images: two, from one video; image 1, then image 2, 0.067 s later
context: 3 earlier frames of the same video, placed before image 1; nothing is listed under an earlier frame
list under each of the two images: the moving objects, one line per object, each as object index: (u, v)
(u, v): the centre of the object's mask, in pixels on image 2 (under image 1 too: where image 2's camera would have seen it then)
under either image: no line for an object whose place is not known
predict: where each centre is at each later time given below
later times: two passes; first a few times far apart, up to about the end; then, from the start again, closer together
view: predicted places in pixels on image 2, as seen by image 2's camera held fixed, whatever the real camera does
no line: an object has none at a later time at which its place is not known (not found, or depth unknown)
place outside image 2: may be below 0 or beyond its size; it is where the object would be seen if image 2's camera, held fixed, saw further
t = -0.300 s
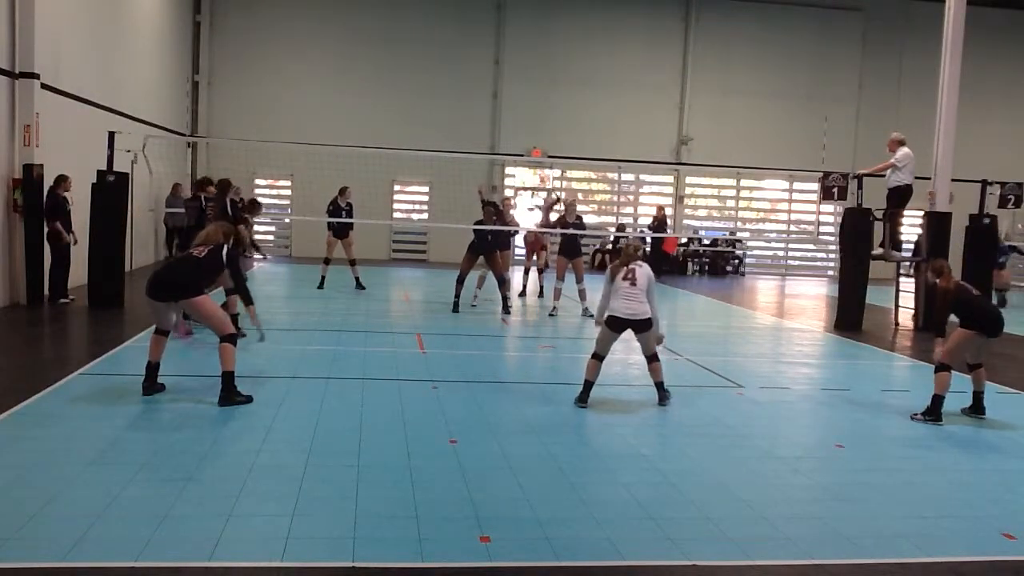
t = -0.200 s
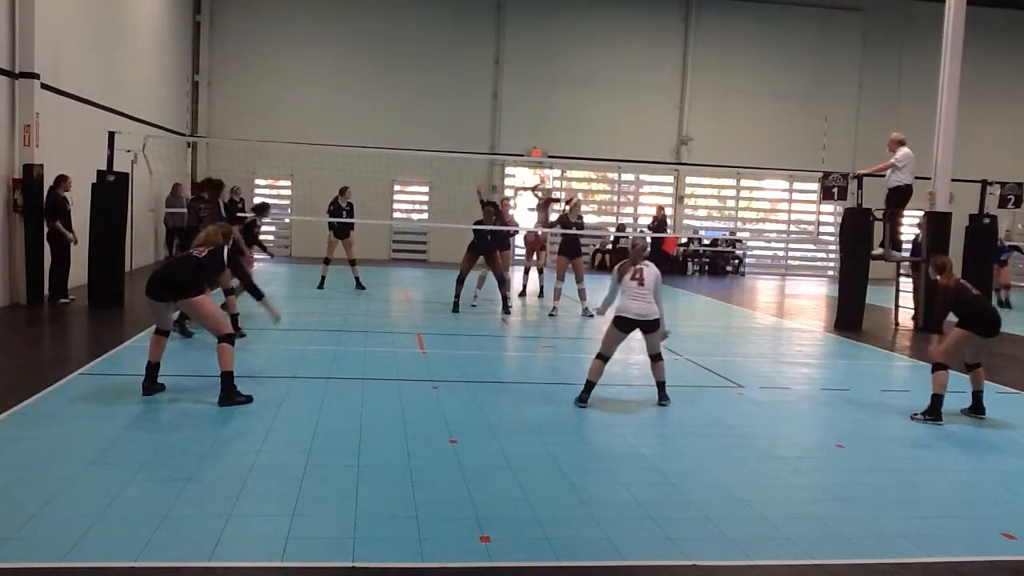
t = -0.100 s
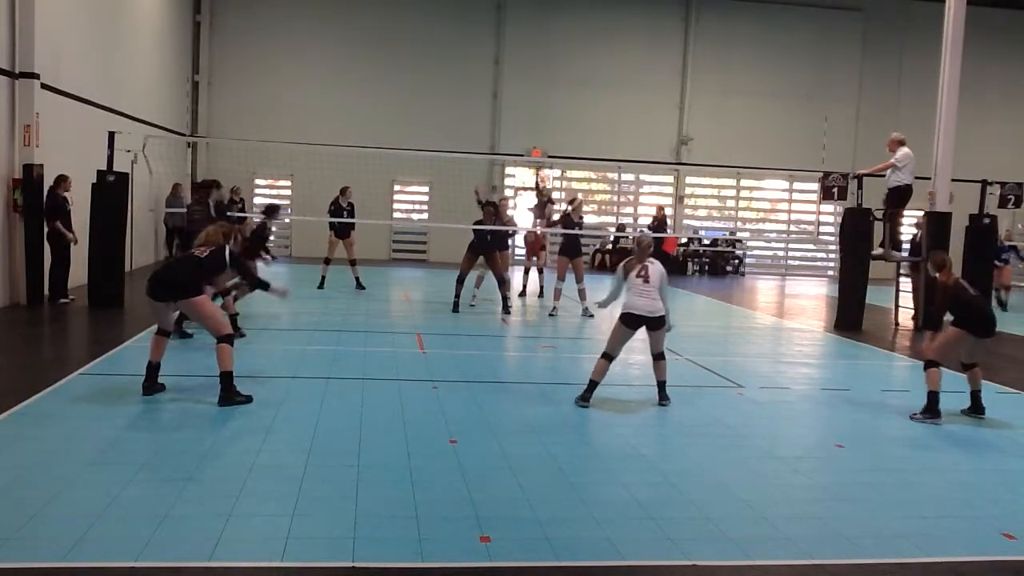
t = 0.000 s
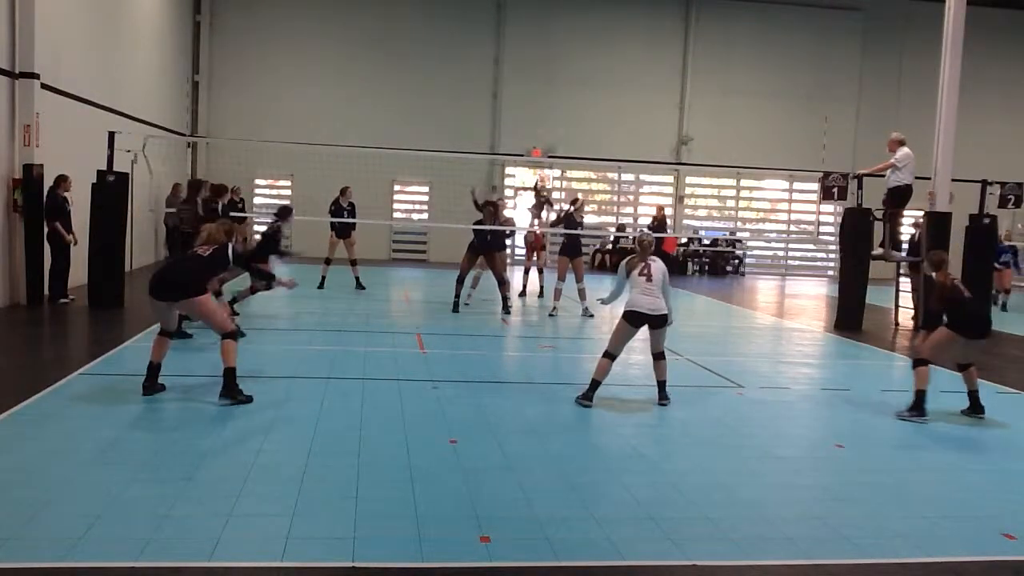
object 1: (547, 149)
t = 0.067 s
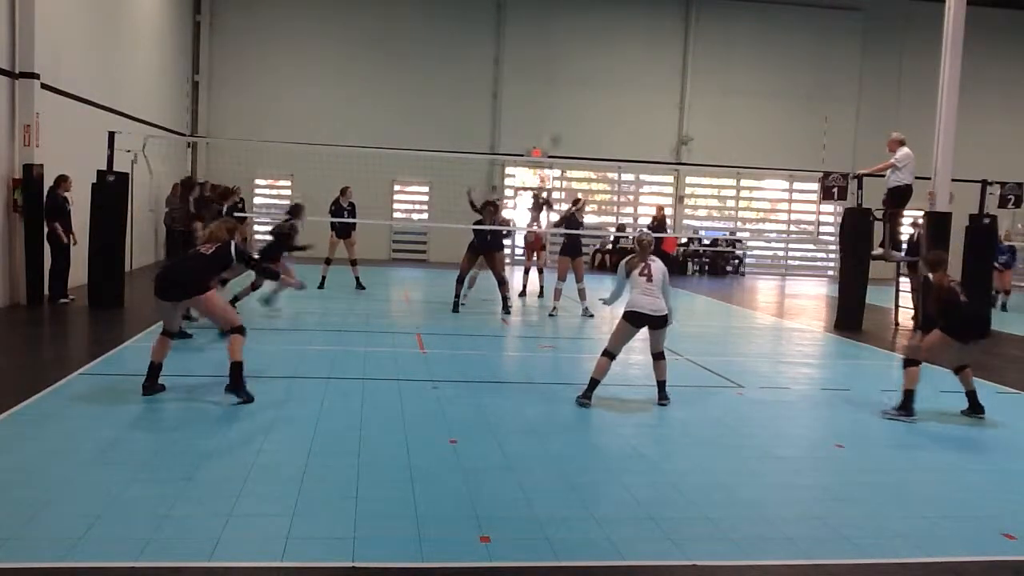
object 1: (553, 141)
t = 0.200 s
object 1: (572, 120)
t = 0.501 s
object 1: (634, 93)
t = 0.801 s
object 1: (717, 135)
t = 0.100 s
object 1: (558, 134)
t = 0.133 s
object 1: (564, 129)
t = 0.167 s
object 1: (569, 122)
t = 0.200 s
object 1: (572, 120)
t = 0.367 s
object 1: (598, 99)
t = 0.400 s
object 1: (609, 97)
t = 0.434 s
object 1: (616, 95)
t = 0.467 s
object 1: (626, 93)
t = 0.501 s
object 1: (634, 93)
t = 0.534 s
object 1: (643, 93)
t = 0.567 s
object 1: (652, 95)
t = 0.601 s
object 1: (660, 96)
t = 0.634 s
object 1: (671, 100)
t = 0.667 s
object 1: (680, 103)
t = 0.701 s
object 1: (689, 110)
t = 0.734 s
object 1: (699, 114)
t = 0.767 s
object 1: (708, 124)
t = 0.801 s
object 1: (717, 135)
